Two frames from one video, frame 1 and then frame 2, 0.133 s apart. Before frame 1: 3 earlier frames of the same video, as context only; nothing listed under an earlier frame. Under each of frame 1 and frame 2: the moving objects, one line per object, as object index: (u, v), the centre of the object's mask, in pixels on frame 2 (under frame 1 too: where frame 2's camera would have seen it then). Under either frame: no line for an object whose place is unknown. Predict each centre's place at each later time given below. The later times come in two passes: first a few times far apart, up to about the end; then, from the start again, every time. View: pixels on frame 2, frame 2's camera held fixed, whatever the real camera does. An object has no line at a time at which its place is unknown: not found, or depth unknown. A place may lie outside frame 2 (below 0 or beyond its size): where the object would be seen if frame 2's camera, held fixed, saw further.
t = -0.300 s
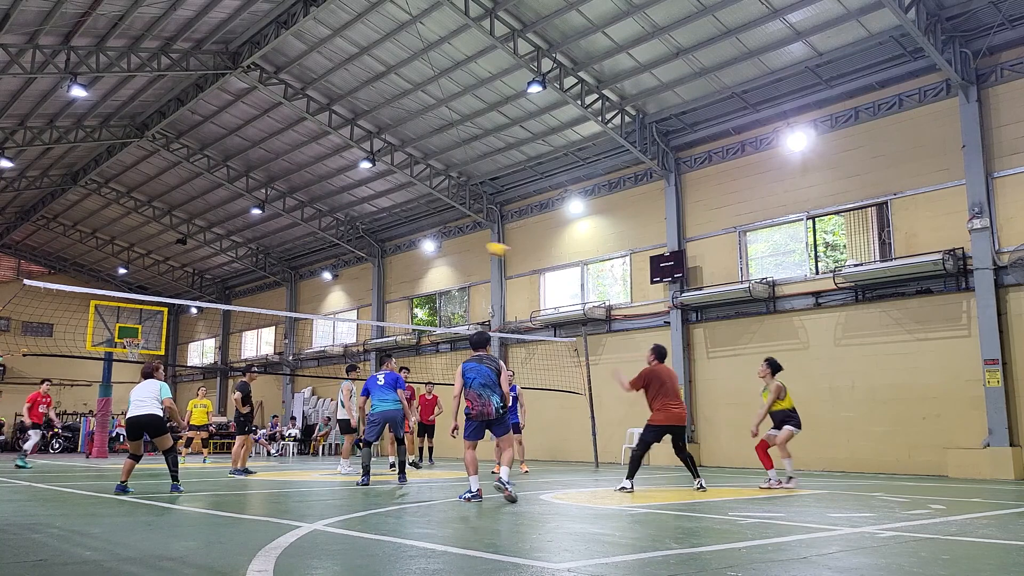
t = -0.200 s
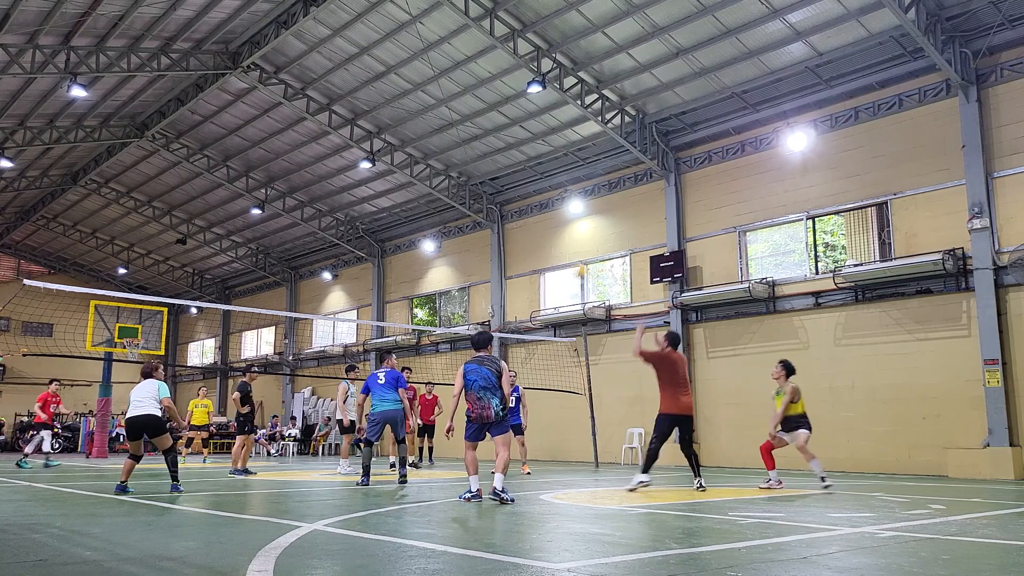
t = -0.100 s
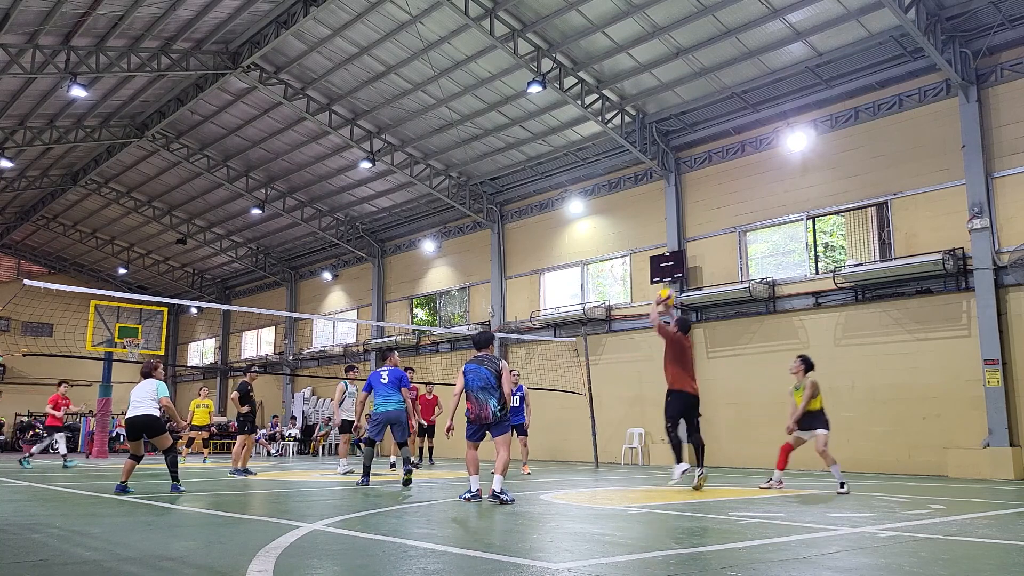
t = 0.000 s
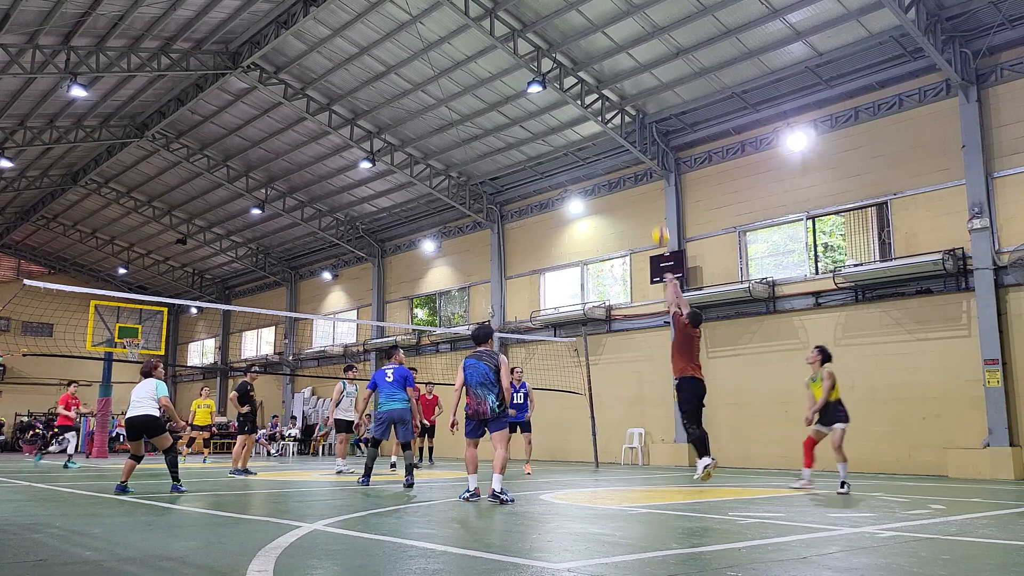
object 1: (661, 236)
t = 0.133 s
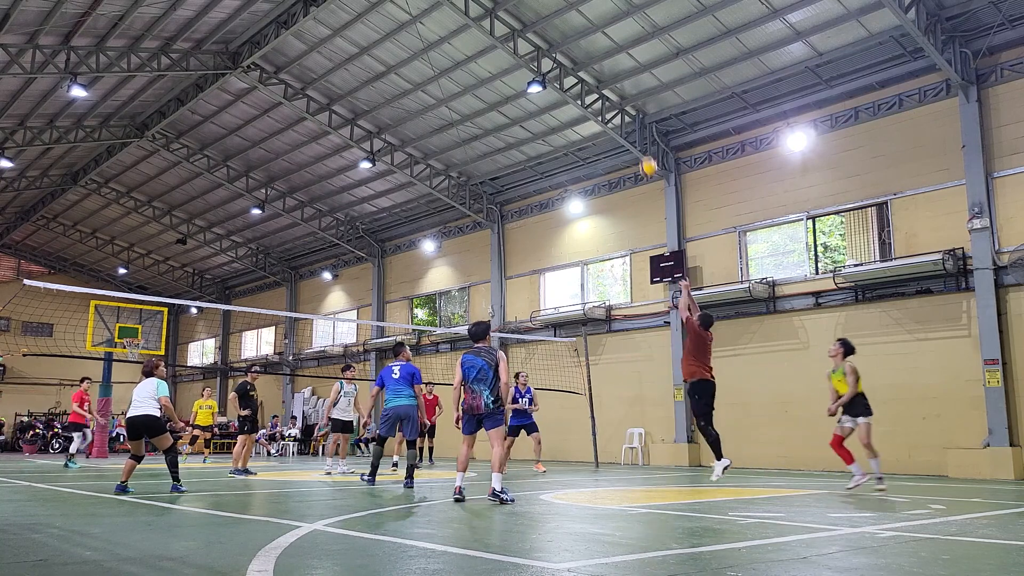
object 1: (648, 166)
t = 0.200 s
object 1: (642, 139)
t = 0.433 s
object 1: (625, 74)
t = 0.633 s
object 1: (612, 53)
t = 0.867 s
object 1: (599, 62)
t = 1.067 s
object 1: (590, 93)
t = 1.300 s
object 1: (579, 158)
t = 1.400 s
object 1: (575, 191)
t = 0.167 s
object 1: (645, 152)
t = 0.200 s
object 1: (642, 139)
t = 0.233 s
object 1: (639, 127)
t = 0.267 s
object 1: (637, 115)
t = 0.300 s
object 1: (635, 105)
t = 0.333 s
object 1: (633, 96)
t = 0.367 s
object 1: (630, 88)
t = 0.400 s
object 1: (627, 80)
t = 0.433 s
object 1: (625, 74)
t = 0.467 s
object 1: (623, 69)
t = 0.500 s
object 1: (620, 64)
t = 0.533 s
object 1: (618, 60)
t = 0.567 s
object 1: (616, 57)
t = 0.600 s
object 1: (614, 54)
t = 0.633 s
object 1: (612, 53)
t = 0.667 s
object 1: (610, 52)
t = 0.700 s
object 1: (608, 51)
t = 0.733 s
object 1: (607, 52)
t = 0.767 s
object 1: (605, 54)
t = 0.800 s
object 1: (603, 55)
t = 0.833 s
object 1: (601, 58)
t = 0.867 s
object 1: (599, 62)
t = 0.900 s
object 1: (598, 65)
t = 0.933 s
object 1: (596, 70)
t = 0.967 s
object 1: (594, 75)
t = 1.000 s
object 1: (593, 81)
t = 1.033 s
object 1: (591, 87)
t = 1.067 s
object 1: (590, 93)
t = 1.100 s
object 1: (588, 101)
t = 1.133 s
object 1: (587, 110)
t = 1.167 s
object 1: (585, 117)
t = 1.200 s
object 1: (583, 127)
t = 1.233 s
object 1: (582, 137)
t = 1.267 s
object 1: (581, 147)
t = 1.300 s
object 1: (579, 158)
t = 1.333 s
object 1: (578, 169)
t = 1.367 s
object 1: (577, 181)
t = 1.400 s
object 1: (575, 191)
